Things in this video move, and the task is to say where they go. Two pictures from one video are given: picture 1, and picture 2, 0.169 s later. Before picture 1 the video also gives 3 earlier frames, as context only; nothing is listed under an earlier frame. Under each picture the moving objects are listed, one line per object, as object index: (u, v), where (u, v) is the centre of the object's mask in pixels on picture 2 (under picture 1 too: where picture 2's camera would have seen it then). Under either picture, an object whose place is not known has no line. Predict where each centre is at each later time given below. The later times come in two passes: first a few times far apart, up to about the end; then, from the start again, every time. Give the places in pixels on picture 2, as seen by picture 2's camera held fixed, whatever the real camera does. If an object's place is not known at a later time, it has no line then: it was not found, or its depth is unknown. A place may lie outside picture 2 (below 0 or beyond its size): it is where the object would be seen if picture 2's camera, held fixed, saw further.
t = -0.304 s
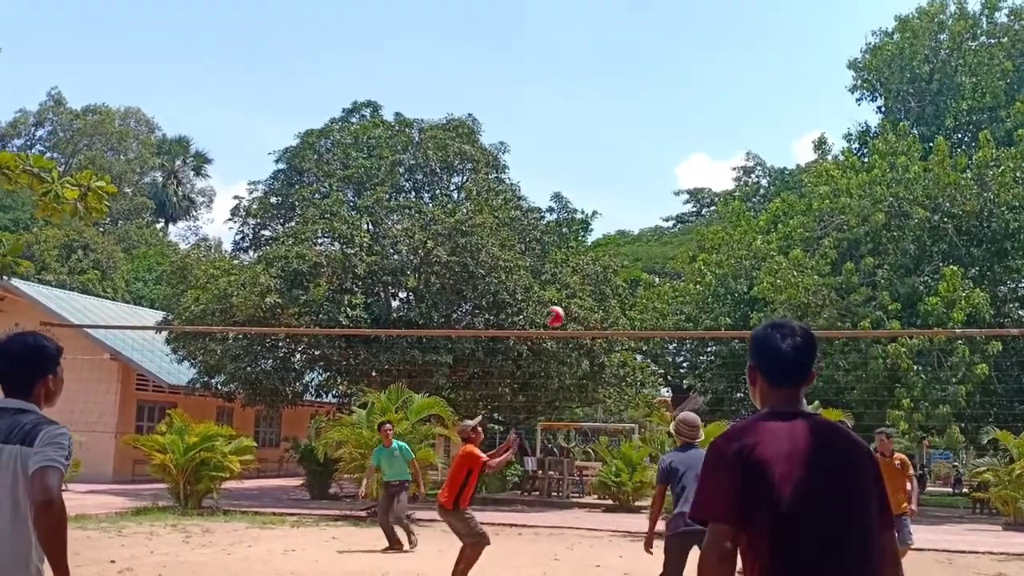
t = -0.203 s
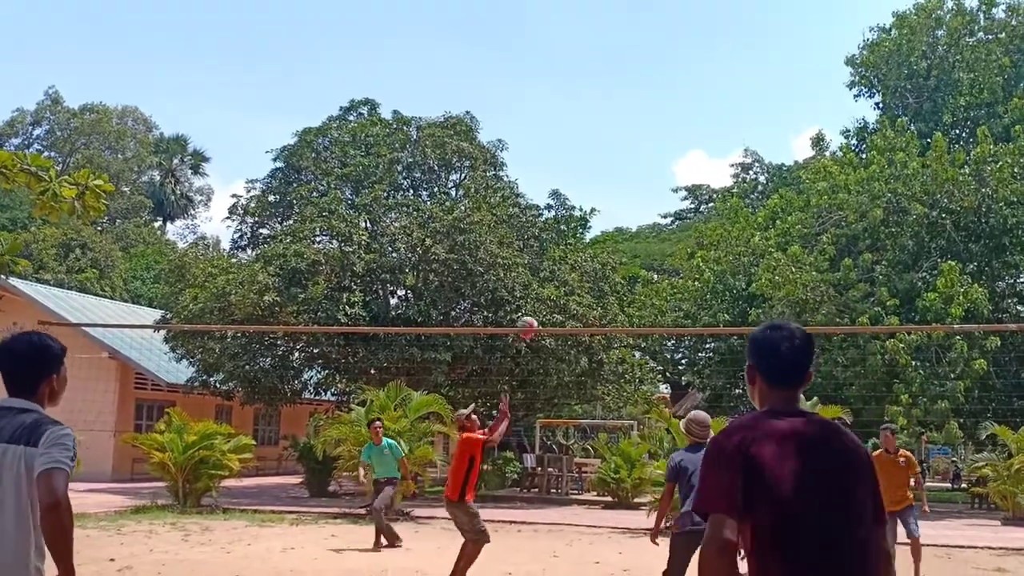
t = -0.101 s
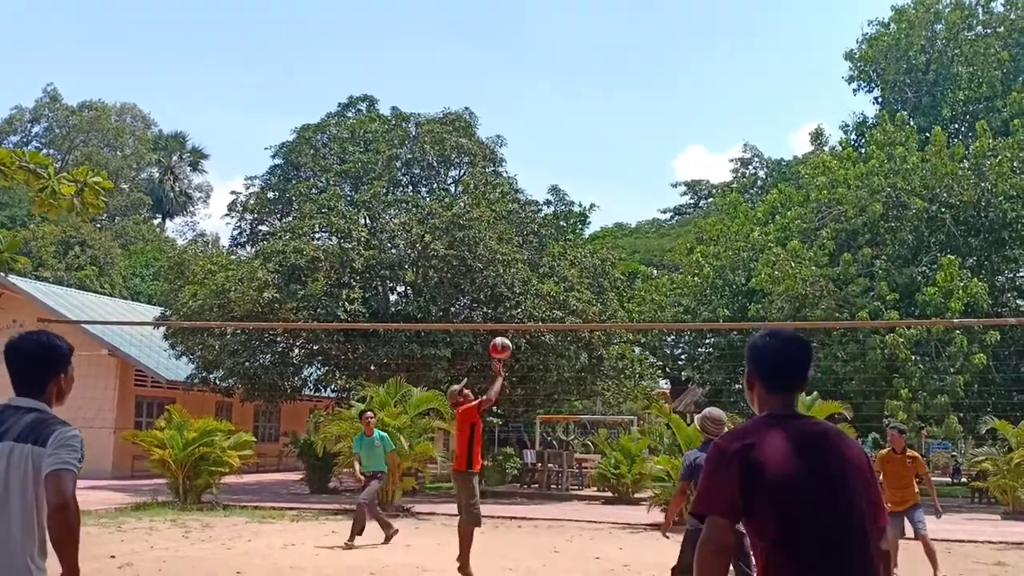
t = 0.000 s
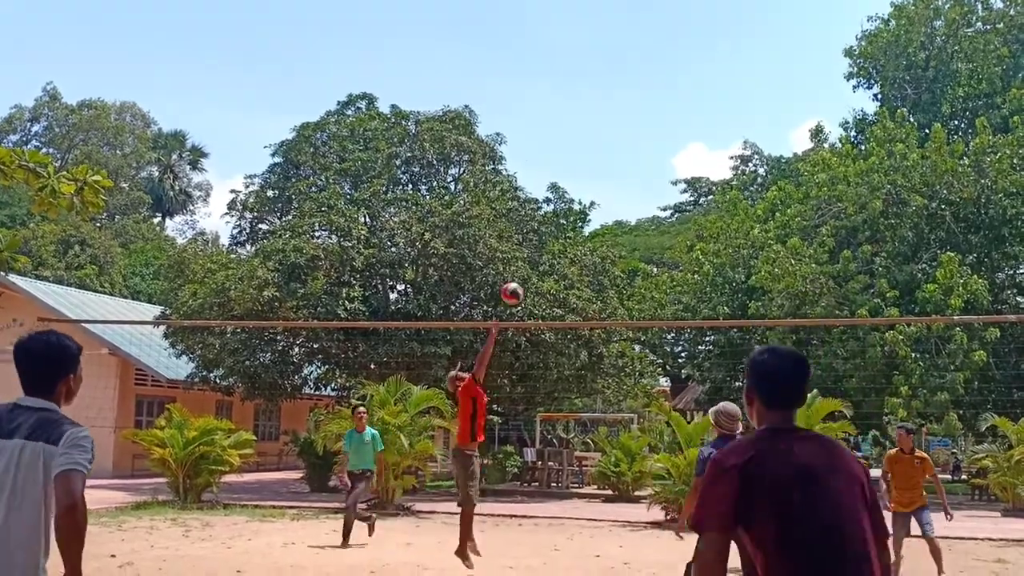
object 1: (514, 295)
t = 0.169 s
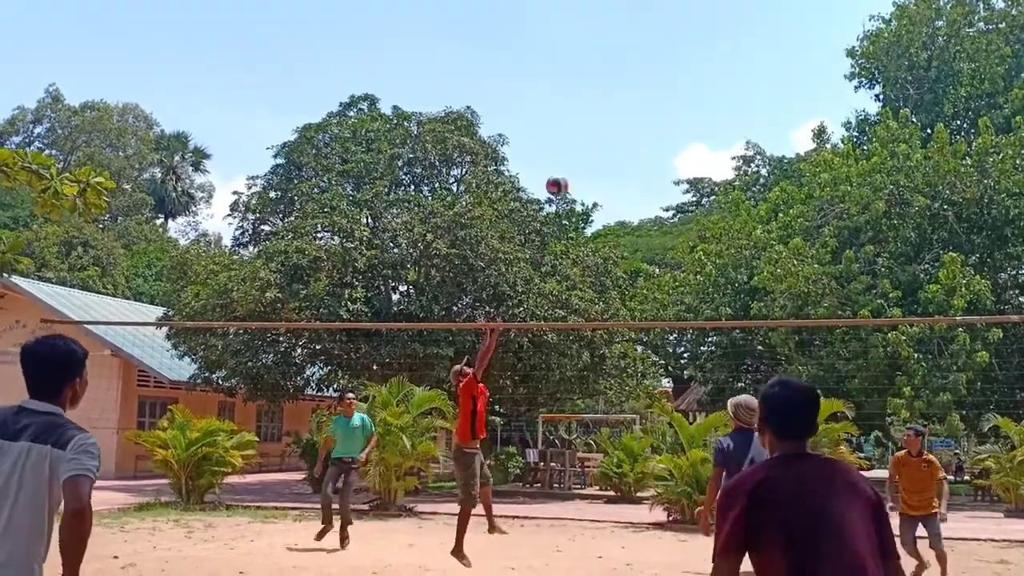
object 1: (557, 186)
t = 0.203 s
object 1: (565, 168)
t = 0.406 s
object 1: (616, 80)
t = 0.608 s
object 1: (666, 30)
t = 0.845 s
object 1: (728, 24)
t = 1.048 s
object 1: (782, 67)
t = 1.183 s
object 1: (820, 122)
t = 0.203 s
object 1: (565, 168)
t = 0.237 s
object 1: (573, 150)
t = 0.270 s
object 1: (582, 133)
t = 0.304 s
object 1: (590, 119)
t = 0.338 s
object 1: (599, 104)
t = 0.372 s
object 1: (608, 91)
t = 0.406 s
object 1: (616, 80)
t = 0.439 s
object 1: (625, 68)
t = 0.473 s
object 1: (633, 59)
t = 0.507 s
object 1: (640, 50)
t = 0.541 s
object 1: (650, 42)
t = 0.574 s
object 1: (658, 35)
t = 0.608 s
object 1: (666, 30)
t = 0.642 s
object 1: (677, 26)
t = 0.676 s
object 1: (684, 23)
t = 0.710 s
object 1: (692, 20)
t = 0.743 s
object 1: (703, 20)
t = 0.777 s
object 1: (712, 22)
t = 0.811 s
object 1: (718, 21)
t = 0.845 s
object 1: (728, 24)
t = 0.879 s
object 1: (738, 29)
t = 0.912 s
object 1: (745, 33)
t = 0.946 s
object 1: (754, 39)
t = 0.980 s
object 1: (765, 48)
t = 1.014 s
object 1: (773, 56)
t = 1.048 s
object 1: (782, 67)
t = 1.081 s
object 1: (792, 80)
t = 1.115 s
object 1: (801, 93)
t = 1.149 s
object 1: (810, 107)
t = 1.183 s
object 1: (820, 122)
